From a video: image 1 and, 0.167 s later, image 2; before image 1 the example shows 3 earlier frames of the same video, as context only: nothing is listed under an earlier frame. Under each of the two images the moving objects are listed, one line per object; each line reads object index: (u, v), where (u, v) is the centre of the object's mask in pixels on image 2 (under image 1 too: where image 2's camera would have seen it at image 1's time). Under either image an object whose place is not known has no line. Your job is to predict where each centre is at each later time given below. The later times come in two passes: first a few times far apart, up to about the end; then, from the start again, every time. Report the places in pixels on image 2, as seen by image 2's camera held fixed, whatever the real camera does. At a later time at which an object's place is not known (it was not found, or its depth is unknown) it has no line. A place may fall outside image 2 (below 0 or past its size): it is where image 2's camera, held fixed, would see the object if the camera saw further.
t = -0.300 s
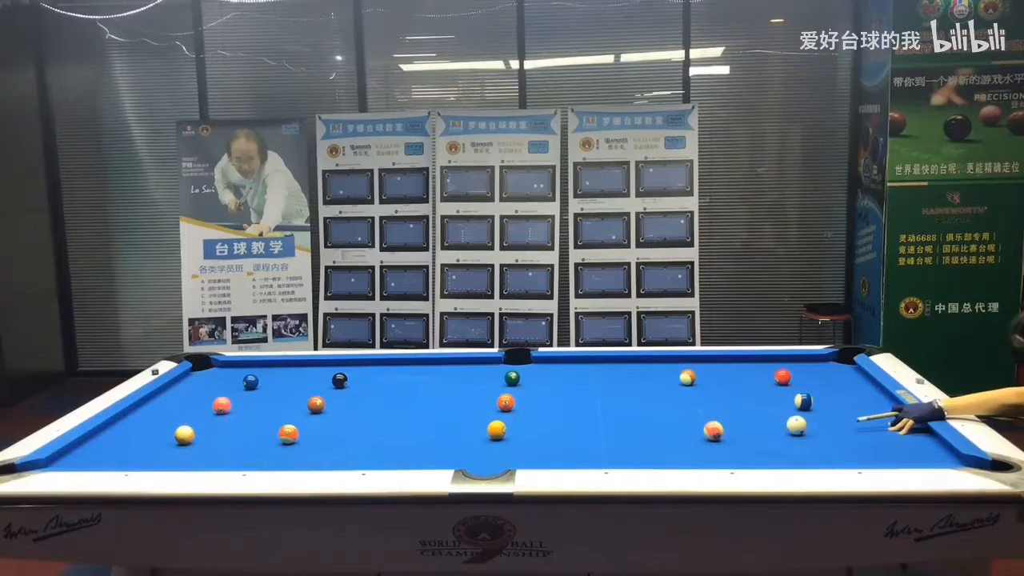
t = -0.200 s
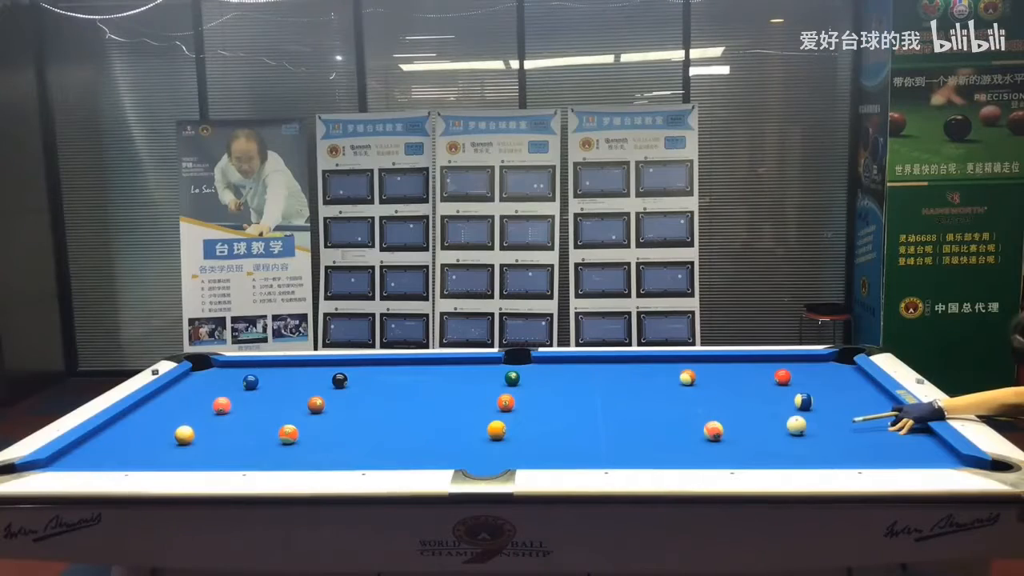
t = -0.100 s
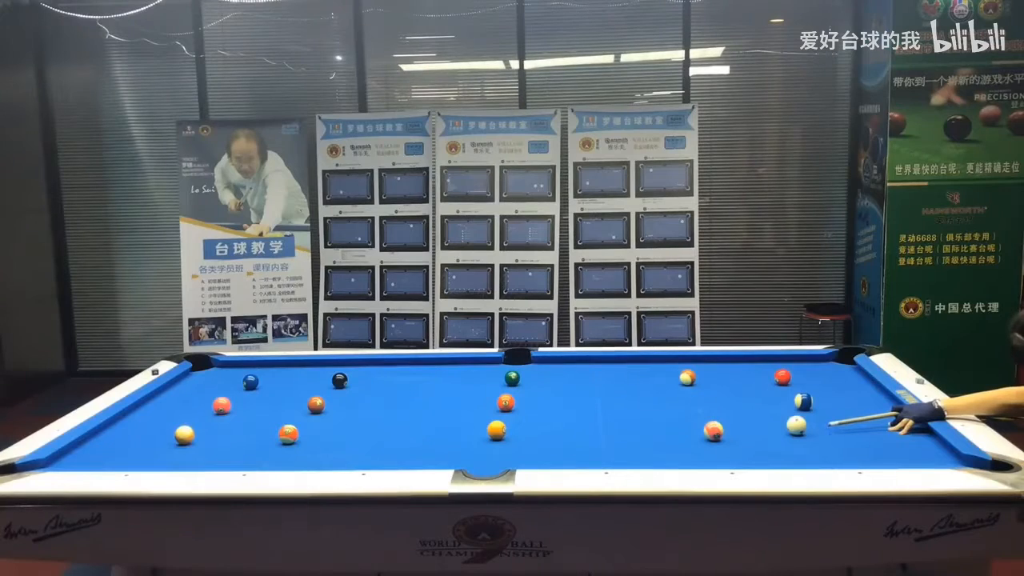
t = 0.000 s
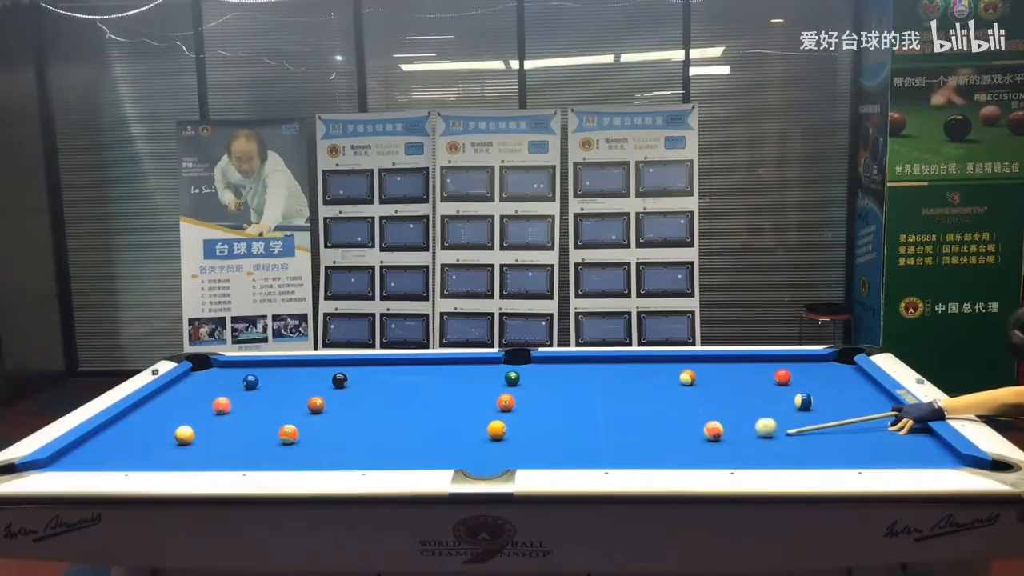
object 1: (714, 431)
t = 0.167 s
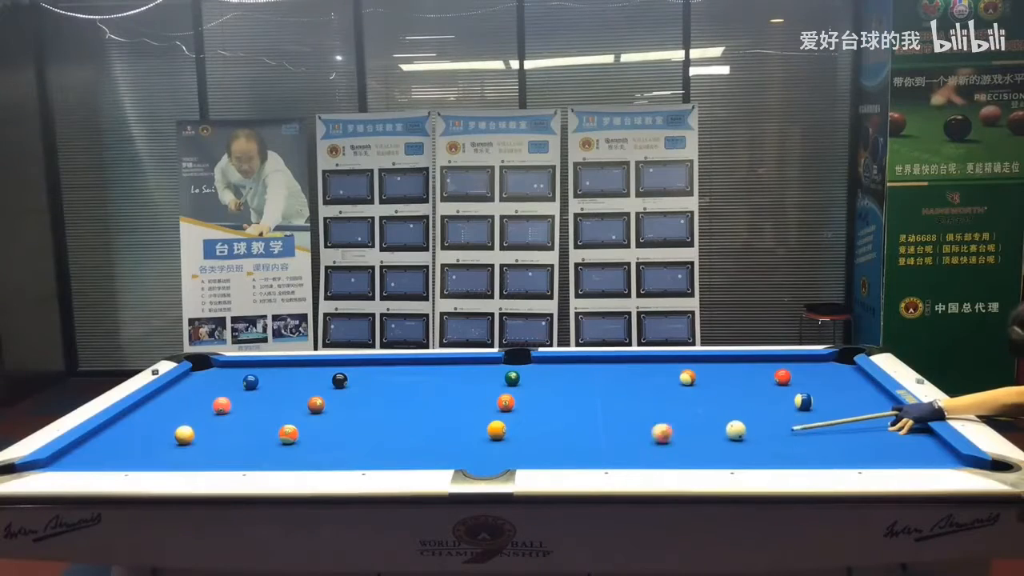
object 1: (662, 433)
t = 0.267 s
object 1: (620, 436)
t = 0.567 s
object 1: (499, 442)
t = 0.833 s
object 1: (392, 447)
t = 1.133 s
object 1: (271, 455)
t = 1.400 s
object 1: (164, 458)
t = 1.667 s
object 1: (58, 461)
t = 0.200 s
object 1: (648, 434)
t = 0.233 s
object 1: (633, 434)
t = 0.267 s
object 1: (620, 436)
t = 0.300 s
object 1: (606, 436)
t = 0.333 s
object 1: (593, 437)
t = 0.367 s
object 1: (580, 437)
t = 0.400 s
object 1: (566, 438)
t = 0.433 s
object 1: (553, 439)
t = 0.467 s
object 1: (539, 439)
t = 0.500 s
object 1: (526, 440)
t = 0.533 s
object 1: (513, 441)
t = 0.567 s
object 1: (499, 442)
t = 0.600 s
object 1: (486, 442)
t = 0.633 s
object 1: (472, 443)
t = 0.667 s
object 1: (459, 444)
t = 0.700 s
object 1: (445, 445)
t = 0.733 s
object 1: (432, 446)
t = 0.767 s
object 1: (419, 446)
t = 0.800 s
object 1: (405, 447)
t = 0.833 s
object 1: (392, 447)
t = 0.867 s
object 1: (378, 449)
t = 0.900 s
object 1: (365, 449)
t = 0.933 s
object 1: (351, 450)
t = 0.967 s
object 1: (338, 451)
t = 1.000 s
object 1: (324, 452)
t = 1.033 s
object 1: (311, 453)
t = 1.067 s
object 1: (297, 453)
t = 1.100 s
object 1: (284, 454)
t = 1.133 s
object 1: (271, 455)
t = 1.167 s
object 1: (258, 455)
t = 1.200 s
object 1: (244, 456)
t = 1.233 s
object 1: (230, 456)
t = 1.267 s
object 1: (217, 457)
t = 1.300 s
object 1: (204, 457)
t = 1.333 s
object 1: (190, 457)
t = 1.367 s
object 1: (177, 458)
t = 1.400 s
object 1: (164, 458)
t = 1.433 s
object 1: (151, 459)
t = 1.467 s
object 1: (138, 459)
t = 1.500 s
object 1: (125, 459)
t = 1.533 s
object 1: (112, 460)
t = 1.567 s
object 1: (98, 460)
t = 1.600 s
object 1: (85, 461)
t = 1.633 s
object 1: (73, 461)
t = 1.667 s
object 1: (58, 461)
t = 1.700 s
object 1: (45, 463)
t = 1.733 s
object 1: (33, 464)
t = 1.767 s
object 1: (30, 468)
